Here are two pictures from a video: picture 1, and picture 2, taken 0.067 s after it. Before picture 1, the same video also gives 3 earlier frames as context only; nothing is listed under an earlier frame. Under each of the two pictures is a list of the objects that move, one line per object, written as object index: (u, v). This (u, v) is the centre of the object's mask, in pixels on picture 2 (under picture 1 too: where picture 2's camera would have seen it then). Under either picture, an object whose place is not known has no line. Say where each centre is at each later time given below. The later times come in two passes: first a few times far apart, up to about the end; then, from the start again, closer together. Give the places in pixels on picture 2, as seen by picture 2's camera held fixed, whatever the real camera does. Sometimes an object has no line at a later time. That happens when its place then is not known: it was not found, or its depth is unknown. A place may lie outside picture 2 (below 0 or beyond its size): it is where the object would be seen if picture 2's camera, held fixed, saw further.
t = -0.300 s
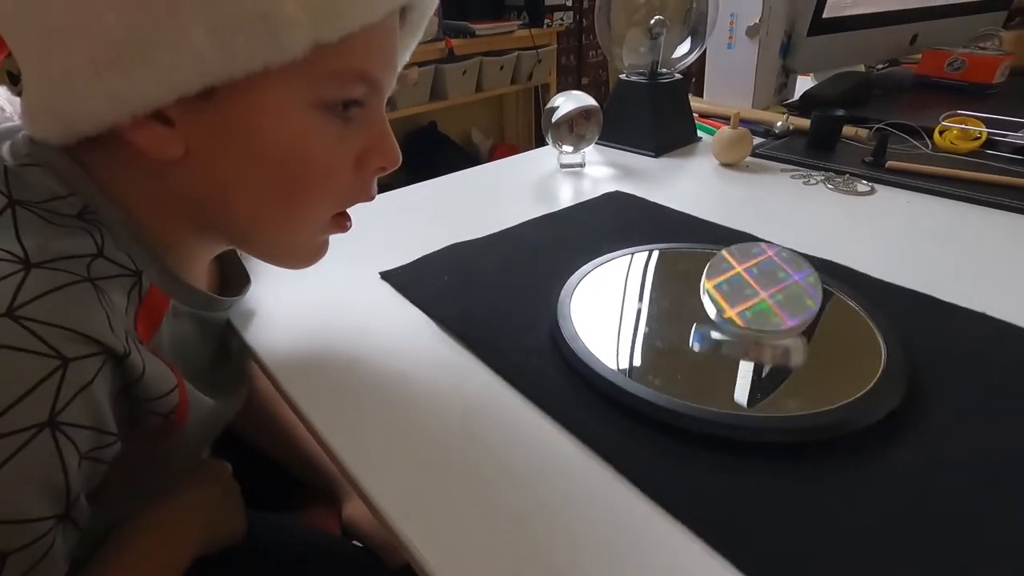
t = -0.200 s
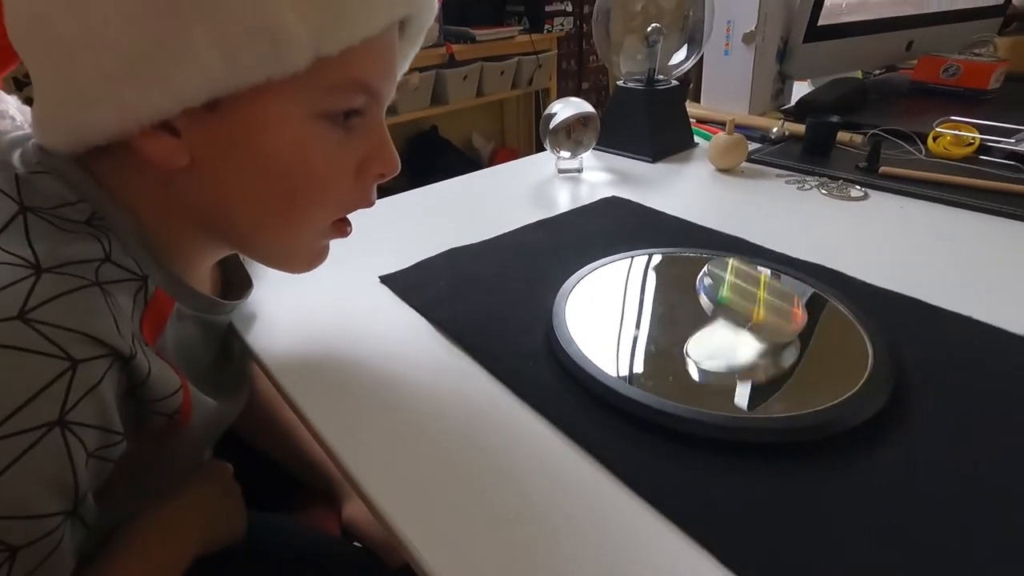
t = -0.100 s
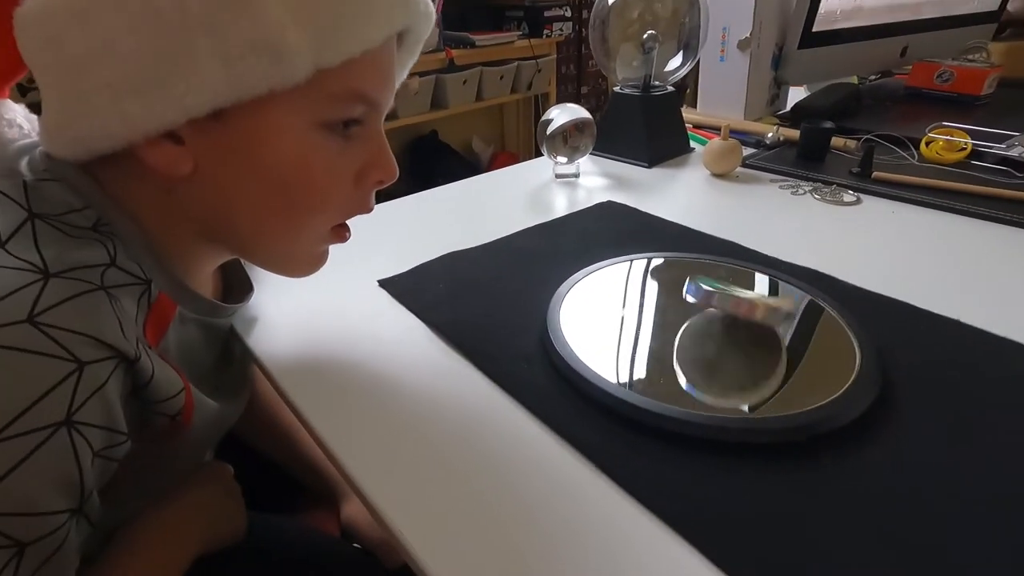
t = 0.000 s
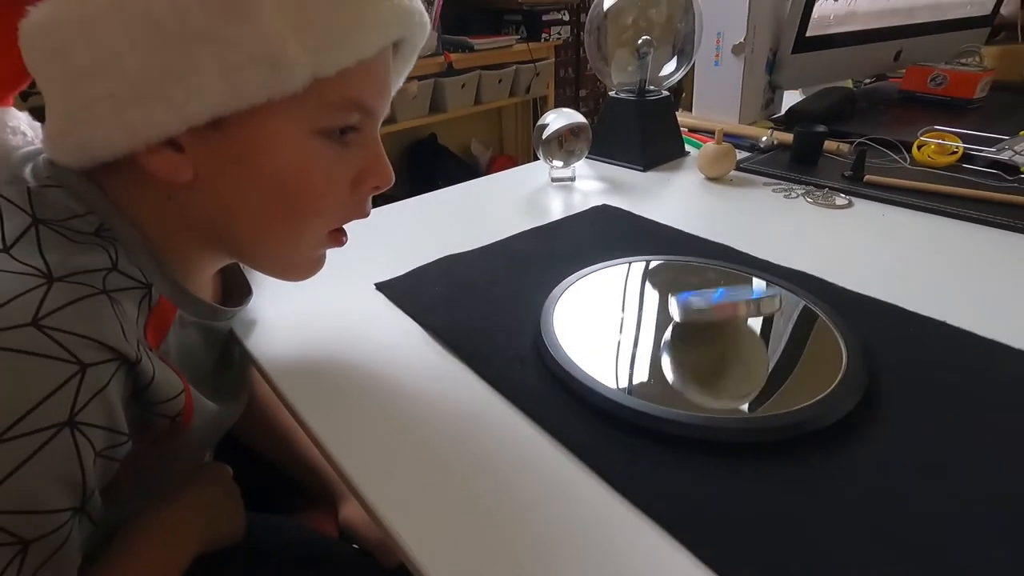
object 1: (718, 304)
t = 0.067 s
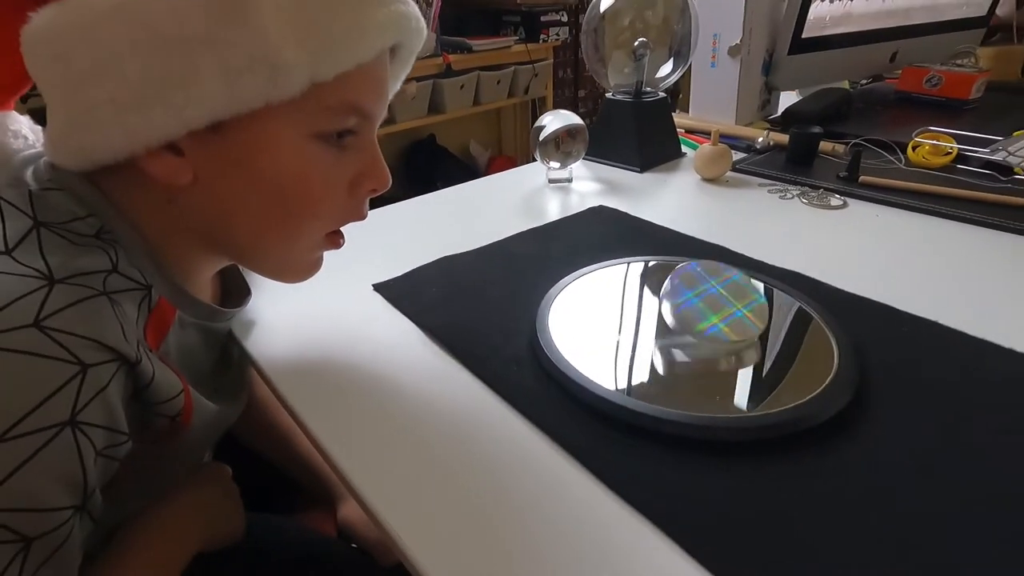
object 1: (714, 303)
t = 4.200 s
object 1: (709, 302)
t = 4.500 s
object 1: (701, 300)
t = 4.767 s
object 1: (707, 299)
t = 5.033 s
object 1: (703, 301)
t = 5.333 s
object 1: (701, 297)
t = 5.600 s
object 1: (706, 300)
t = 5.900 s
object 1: (698, 301)
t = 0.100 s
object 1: (712, 301)
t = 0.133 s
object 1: (711, 301)
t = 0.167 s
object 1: (711, 299)
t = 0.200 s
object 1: (713, 300)
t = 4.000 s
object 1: (706, 300)
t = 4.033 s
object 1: (708, 297)
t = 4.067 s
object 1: (709, 301)
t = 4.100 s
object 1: (710, 298)
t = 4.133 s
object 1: (709, 301)
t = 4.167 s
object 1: (709, 302)
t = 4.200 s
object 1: (709, 302)
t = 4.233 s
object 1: (707, 301)
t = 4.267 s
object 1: (706, 302)
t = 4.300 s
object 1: (706, 302)
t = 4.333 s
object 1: (704, 300)
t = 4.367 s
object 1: (700, 300)
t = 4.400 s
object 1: (703, 301)
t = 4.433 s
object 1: (702, 304)
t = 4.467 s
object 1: (702, 300)
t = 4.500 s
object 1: (701, 300)
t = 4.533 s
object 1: (702, 299)
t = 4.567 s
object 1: (701, 299)
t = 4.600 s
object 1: (702, 299)
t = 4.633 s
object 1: (704, 299)
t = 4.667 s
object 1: (704, 300)
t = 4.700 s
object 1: (706, 297)
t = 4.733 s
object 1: (706, 300)
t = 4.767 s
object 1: (707, 299)
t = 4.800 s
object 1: (707, 299)
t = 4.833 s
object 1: (707, 300)
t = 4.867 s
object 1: (708, 301)
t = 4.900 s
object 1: (707, 302)
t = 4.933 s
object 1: (708, 300)
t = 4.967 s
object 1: (704, 301)
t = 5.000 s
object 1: (705, 303)
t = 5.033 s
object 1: (703, 301)
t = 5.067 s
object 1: (702, 301)
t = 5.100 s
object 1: (701, 301)
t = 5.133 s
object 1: (701, 300)
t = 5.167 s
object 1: (697, 297)
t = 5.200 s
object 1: (698, 299)
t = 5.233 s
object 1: (700, 300)
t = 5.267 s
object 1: (700, 300)
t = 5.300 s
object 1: (696, 294)
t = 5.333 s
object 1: (701, 297)
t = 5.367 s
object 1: (702, 296)
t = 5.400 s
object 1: (703, 296)
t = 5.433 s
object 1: (704, 300)
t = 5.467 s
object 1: (705, 300)
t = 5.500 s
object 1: (706, 300)
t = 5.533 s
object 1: (707, 298)
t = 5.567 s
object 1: (706, 303)
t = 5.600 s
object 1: (706, 300)
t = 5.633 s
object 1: (705, 298)
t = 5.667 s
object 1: (704, 301)
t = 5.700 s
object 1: (704, 302)
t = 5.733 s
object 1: (704, 305)
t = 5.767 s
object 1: (703, 301)
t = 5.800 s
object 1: (701, 302)
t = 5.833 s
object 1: (701, 302)
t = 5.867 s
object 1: (699, 301)
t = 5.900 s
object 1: (698, 301)
